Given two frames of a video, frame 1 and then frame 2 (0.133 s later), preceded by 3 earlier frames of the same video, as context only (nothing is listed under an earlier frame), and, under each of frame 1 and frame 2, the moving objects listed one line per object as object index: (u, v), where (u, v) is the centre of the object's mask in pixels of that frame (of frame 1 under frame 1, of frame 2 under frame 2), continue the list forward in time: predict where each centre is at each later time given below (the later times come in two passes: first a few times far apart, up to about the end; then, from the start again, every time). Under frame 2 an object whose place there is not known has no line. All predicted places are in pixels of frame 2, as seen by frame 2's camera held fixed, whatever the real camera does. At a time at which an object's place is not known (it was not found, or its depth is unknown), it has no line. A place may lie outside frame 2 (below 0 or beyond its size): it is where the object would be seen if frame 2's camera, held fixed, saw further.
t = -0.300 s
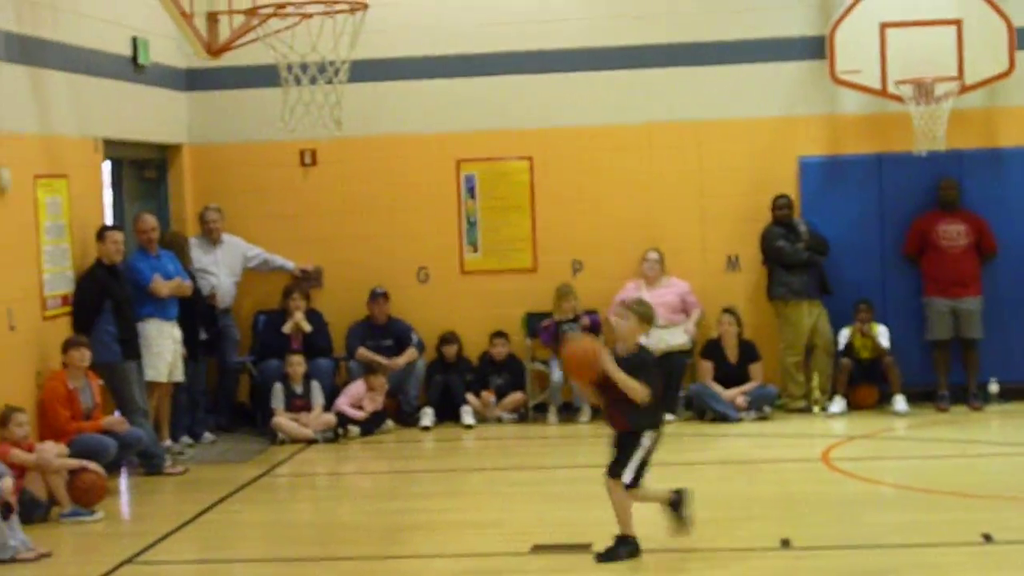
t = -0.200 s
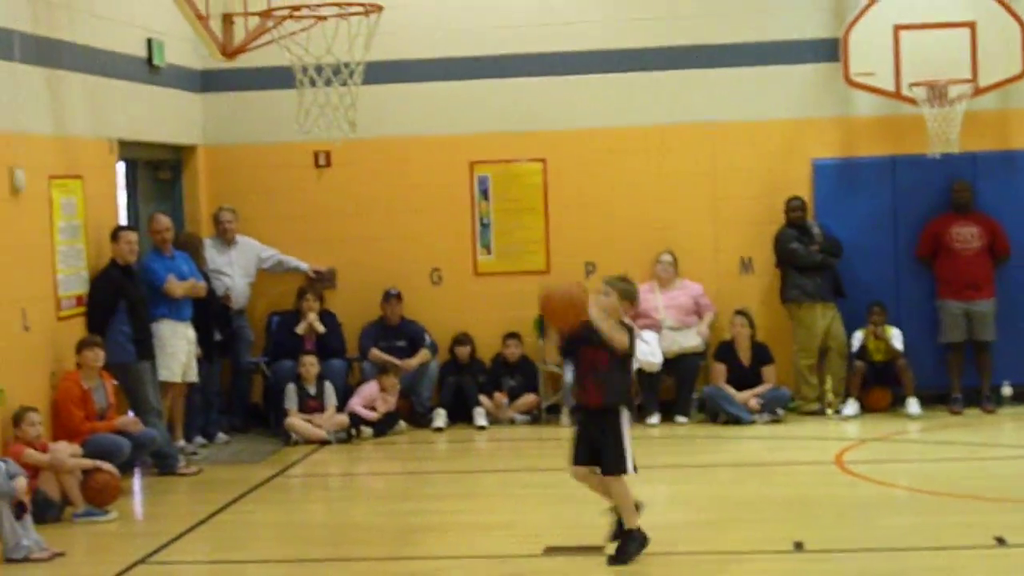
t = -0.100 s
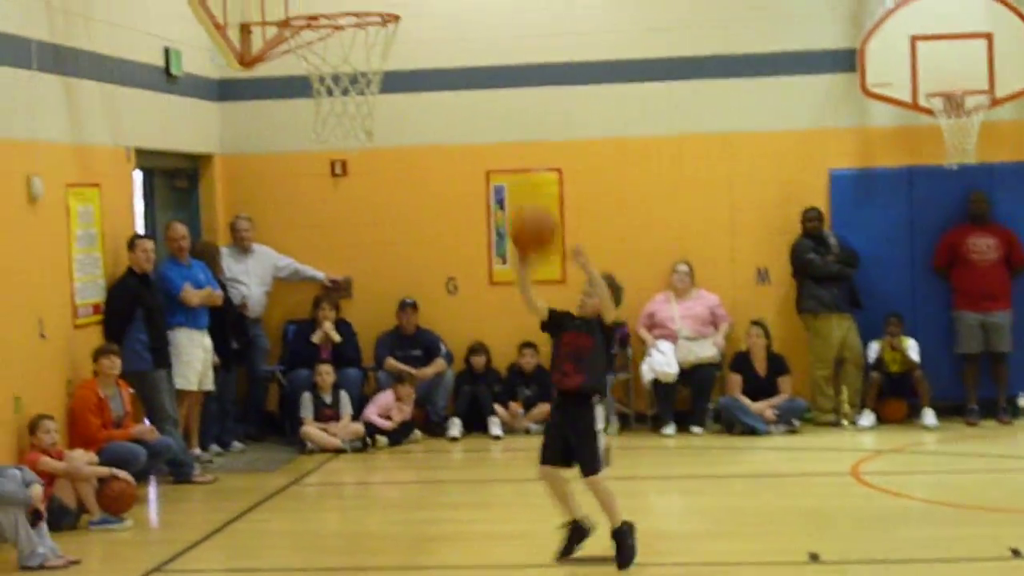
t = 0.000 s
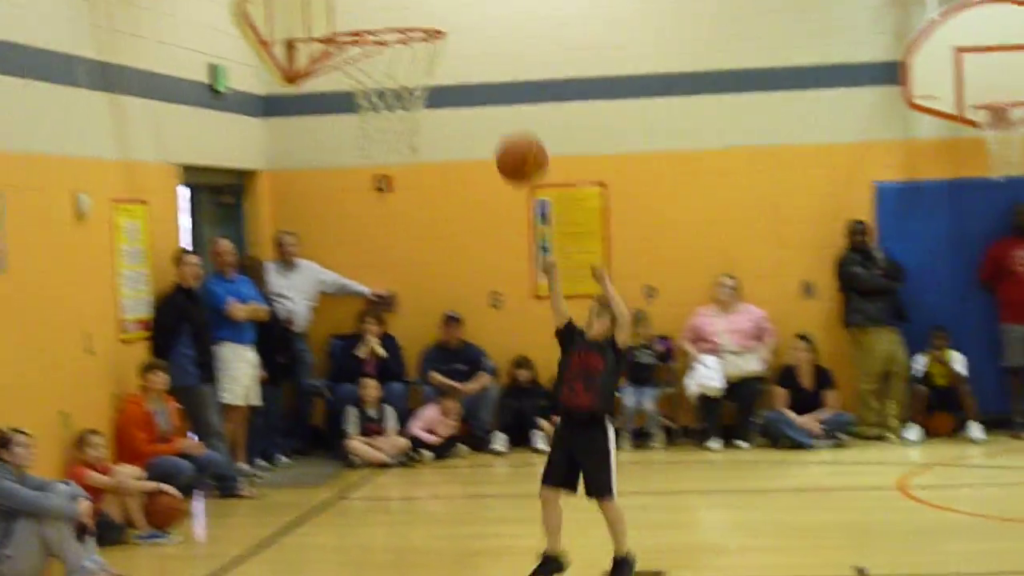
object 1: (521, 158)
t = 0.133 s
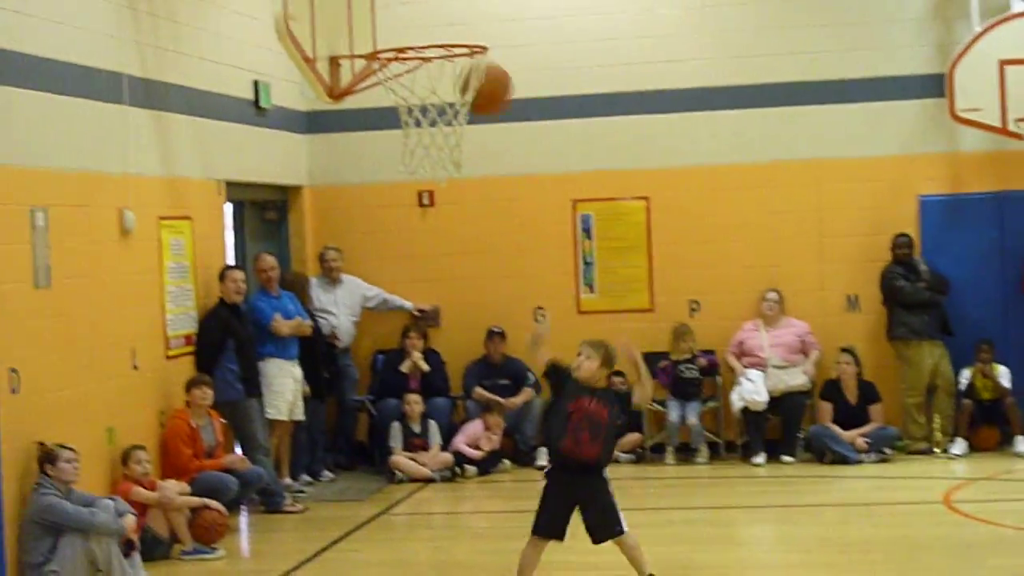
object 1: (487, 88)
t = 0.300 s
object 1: (380, 29)
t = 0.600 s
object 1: (425, 7)
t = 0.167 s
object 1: (465, 75)
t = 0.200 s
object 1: (445, 59)
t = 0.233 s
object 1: (421, 47)
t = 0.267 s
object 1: (402, 32)
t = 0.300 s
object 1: (380, 29)
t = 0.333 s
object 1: (386, 27)
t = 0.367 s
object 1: (395, 28)
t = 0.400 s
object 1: (400, 20)
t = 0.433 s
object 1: (405, 14)
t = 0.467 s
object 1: (408, 6)
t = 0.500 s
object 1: (412, 2)
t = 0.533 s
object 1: (416, 1)
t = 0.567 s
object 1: (421, 3)
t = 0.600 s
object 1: (425, 7)
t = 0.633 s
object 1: (430, 14)
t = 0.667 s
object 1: (434, 18)
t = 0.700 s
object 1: (435, 13)
